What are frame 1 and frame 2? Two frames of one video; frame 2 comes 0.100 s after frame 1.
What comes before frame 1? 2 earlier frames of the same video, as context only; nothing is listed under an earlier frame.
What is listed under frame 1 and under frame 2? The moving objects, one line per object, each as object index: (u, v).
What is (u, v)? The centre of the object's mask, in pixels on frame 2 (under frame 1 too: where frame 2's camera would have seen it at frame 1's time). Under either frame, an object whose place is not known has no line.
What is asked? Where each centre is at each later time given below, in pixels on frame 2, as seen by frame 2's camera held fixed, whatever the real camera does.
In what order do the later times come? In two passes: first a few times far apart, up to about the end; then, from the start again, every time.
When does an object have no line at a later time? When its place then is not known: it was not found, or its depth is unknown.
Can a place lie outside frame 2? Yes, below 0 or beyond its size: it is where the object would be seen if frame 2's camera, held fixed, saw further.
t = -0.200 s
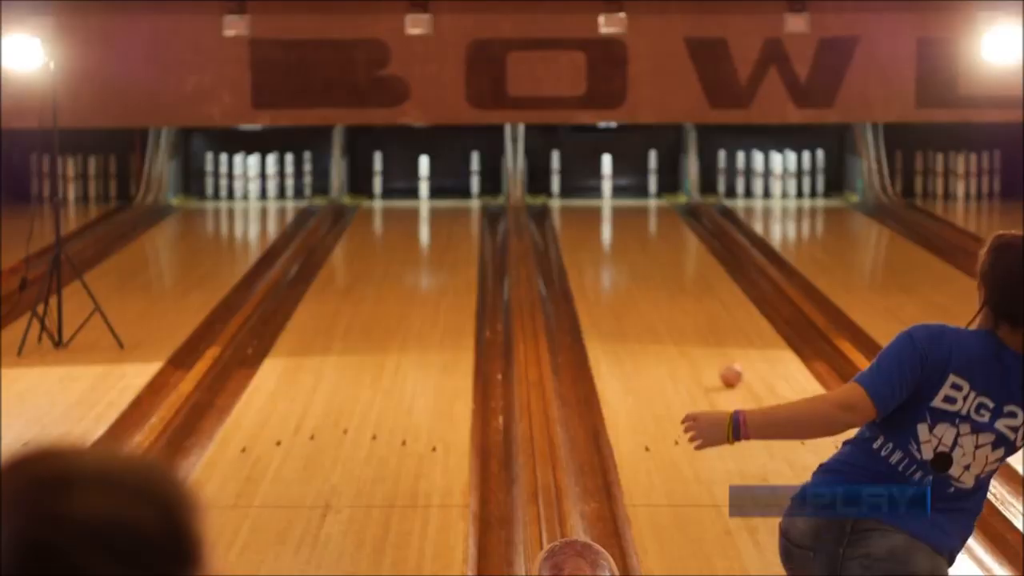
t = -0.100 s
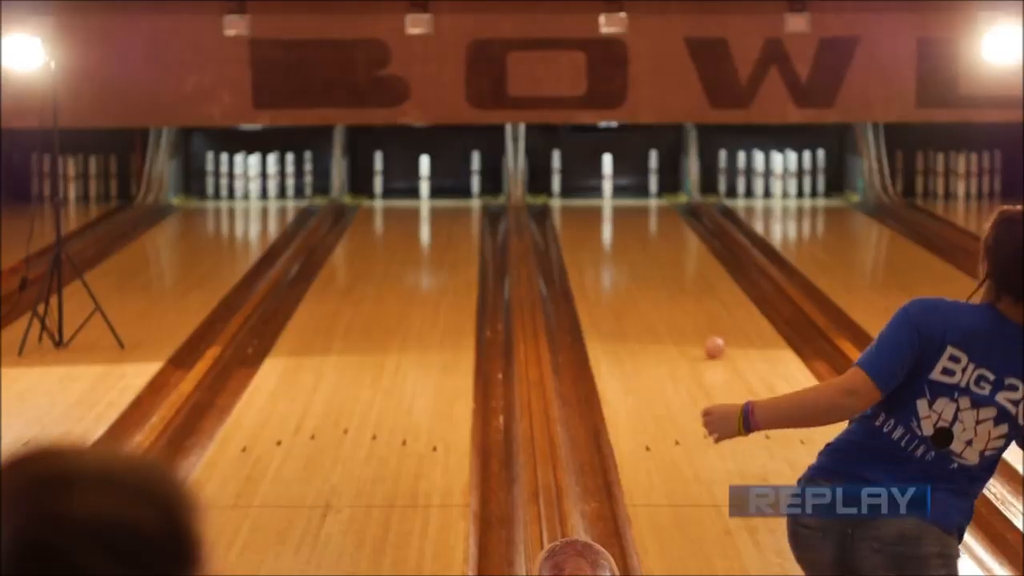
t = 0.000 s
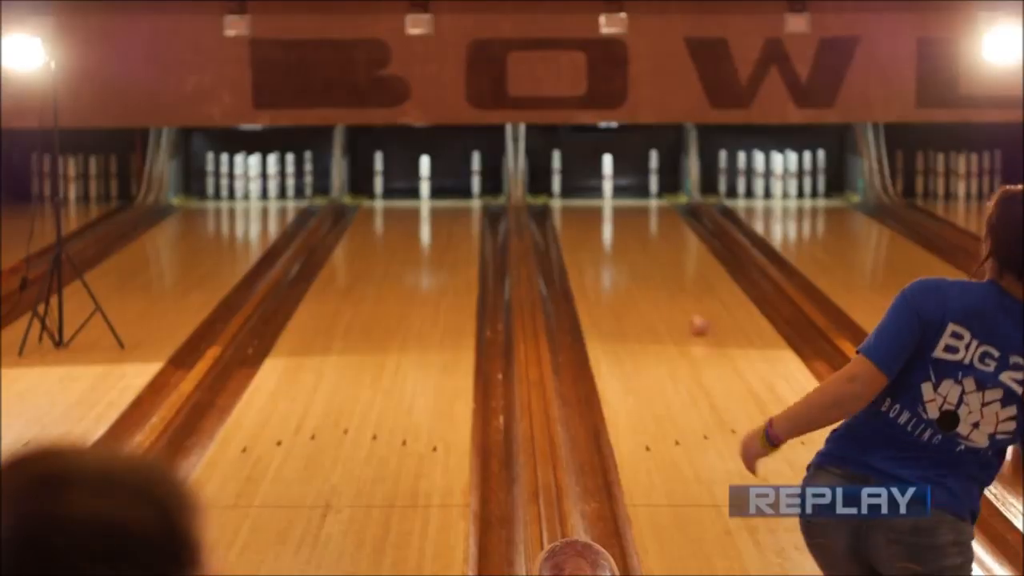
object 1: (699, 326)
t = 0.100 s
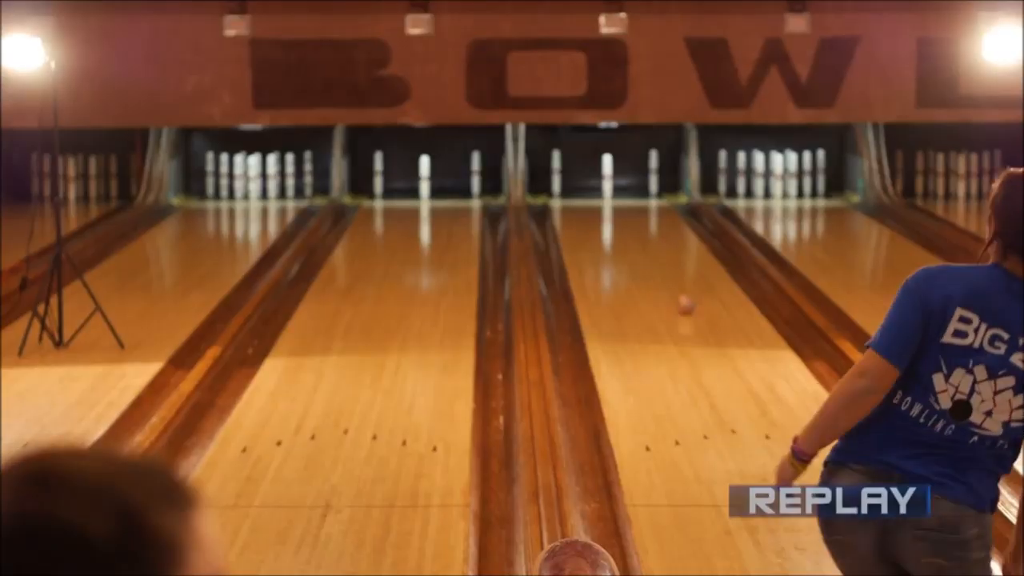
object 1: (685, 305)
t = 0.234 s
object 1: (670, 282)
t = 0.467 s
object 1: (646, 250)
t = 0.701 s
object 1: (628, 223)
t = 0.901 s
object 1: (613, 207)
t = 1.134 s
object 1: (589, 190)
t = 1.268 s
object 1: (563, 186)
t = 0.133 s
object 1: (682, 300)
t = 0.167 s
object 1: (678, 293)
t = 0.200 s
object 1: (673, 287)
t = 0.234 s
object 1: (670, 282)
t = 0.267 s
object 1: (667, 277)
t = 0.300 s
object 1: (663, 272)
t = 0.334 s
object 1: (659, 267)
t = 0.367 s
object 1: (656, 263)
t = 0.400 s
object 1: (654, 258)
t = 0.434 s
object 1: (650, 254)
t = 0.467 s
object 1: (646, 250)
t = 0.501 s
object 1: (644, 245)
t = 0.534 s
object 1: (641, 242)
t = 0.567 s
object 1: (638, 237)
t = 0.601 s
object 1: (635, 234)
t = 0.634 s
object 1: (633, 230)
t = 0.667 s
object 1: (630, 227)
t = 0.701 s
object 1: (628, 223)
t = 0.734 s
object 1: (625, 220)
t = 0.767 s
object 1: (623, 217)
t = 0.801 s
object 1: (620, 215)
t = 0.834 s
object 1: (618, 212)
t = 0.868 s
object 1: (616, 210)
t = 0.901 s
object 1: (613, 207)
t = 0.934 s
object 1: (611, 205)
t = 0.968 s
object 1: (609, 201)
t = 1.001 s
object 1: (607, 200)
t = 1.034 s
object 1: (603, 200)
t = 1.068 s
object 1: (600, 193)
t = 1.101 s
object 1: (598, 191)
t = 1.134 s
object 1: (589, 190)
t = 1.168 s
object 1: (581, 189)
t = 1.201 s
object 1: (572, 188)
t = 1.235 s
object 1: (566, 186)
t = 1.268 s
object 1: (563, 186)
